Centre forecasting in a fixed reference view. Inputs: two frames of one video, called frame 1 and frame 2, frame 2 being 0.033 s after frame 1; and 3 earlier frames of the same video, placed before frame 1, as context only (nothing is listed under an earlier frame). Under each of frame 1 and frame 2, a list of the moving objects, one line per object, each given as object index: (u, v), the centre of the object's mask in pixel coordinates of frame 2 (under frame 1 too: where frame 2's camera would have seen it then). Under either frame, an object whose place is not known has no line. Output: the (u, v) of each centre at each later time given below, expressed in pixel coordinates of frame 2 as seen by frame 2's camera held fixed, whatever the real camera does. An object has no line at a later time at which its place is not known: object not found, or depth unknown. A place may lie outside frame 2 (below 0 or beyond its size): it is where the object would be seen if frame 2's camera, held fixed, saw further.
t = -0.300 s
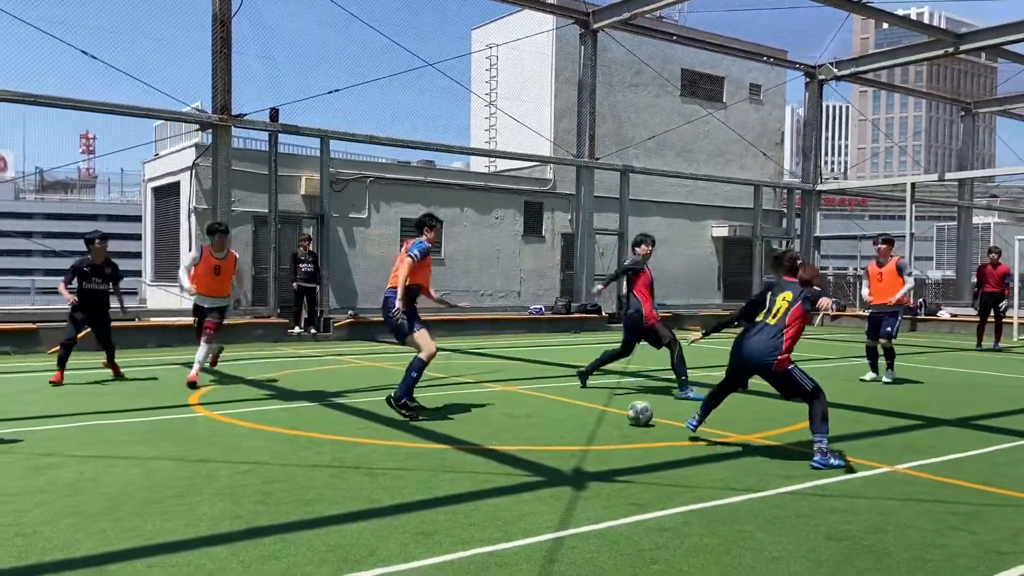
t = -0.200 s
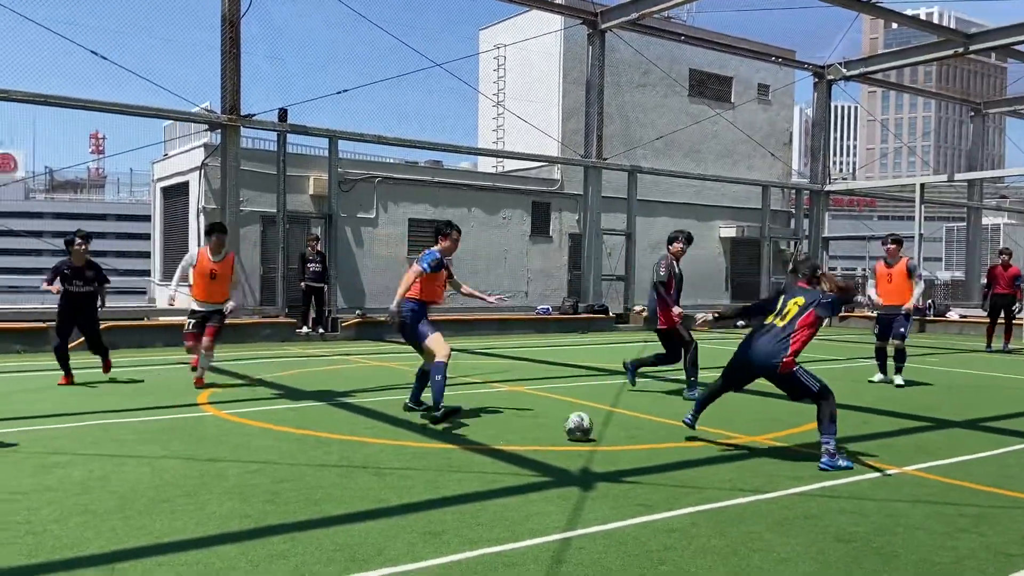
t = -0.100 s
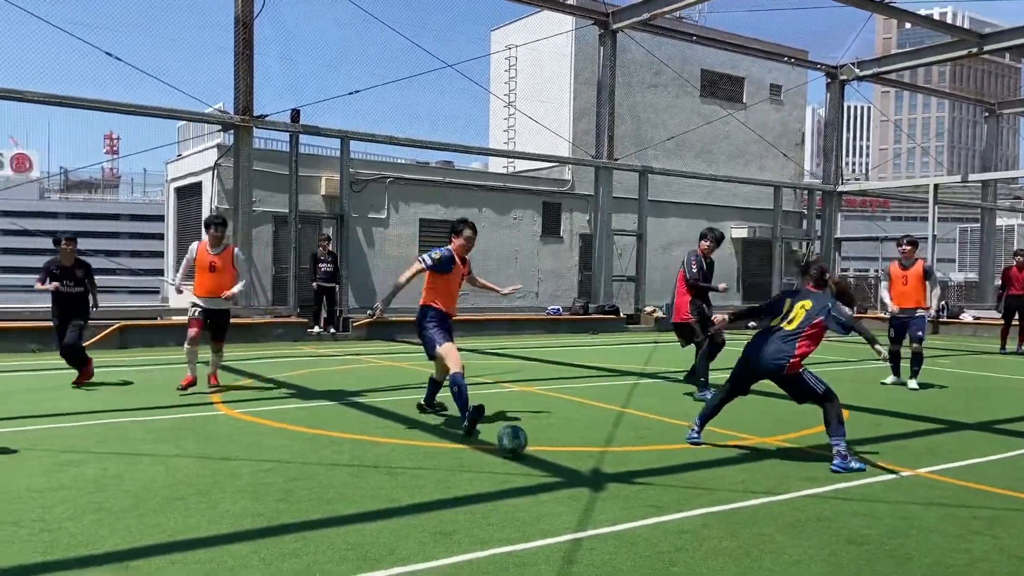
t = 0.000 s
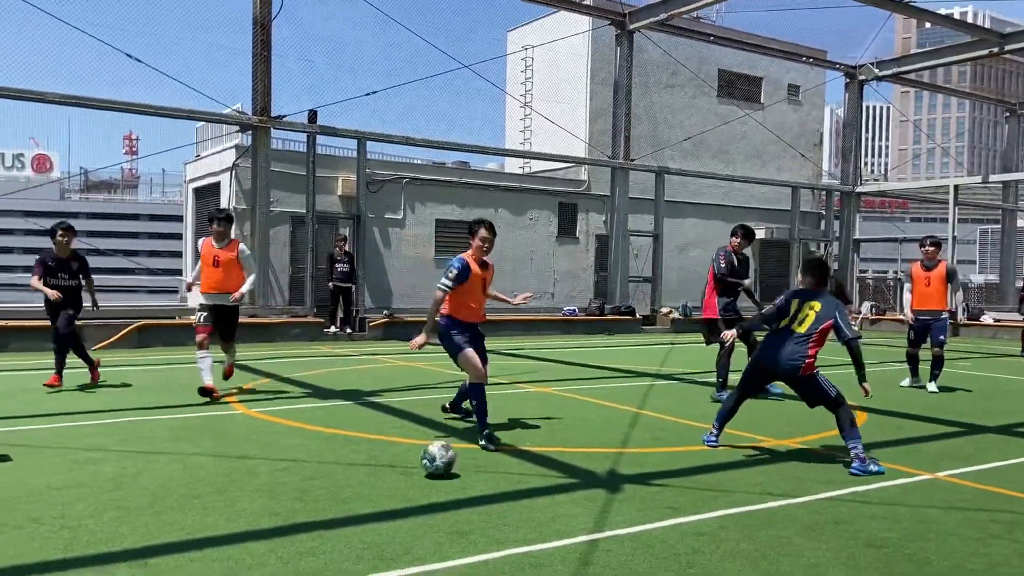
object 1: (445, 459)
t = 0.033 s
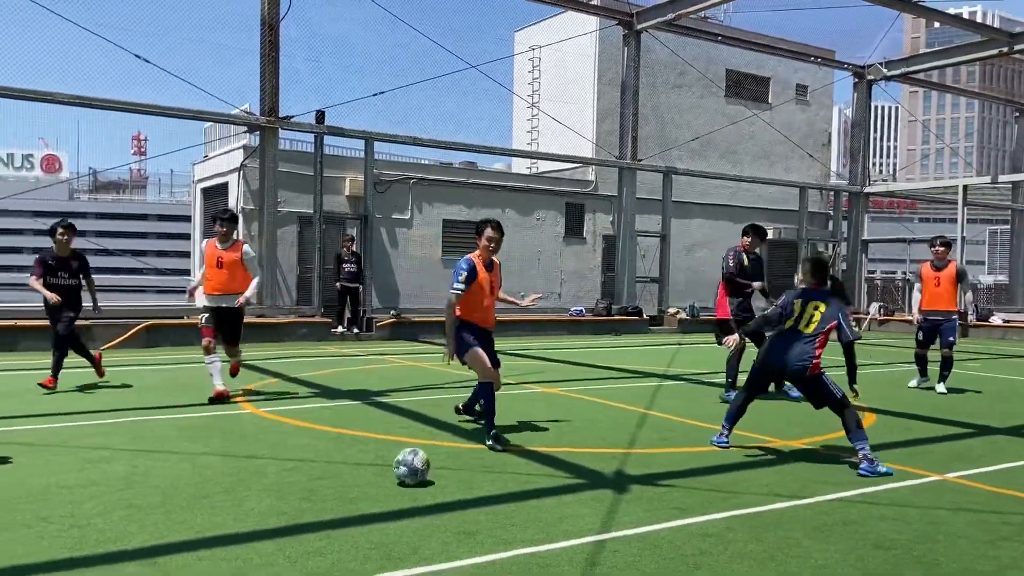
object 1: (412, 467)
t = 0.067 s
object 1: (377, 471)
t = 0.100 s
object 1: (341, 477)
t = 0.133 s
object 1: (301, 485)
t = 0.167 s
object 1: (258, 496)
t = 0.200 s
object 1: (214, 503)
